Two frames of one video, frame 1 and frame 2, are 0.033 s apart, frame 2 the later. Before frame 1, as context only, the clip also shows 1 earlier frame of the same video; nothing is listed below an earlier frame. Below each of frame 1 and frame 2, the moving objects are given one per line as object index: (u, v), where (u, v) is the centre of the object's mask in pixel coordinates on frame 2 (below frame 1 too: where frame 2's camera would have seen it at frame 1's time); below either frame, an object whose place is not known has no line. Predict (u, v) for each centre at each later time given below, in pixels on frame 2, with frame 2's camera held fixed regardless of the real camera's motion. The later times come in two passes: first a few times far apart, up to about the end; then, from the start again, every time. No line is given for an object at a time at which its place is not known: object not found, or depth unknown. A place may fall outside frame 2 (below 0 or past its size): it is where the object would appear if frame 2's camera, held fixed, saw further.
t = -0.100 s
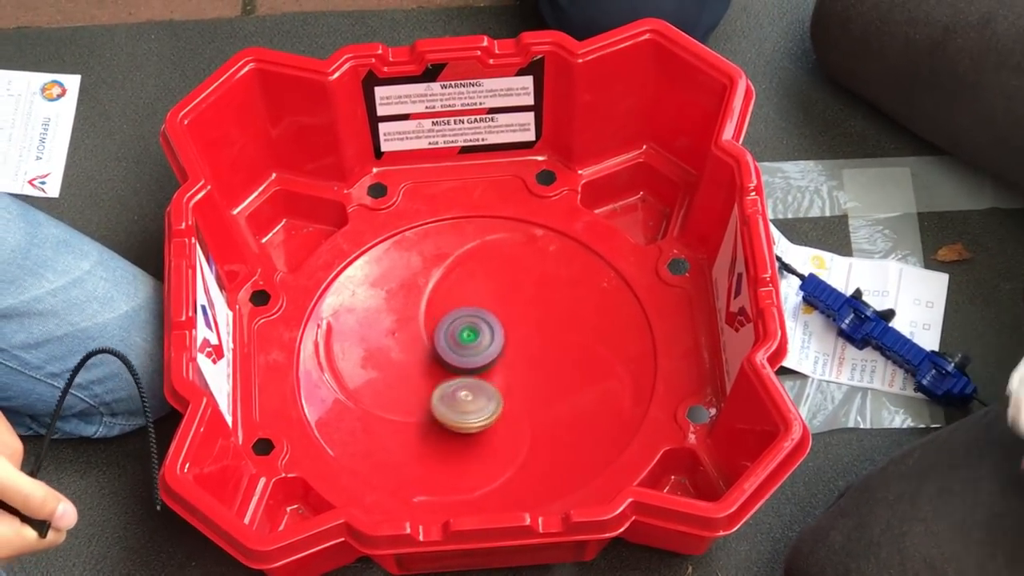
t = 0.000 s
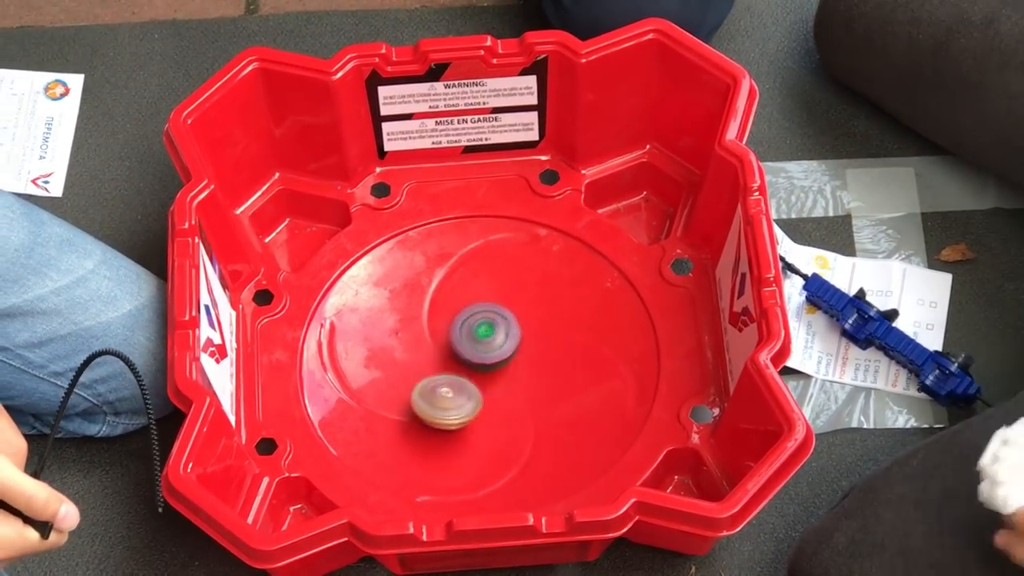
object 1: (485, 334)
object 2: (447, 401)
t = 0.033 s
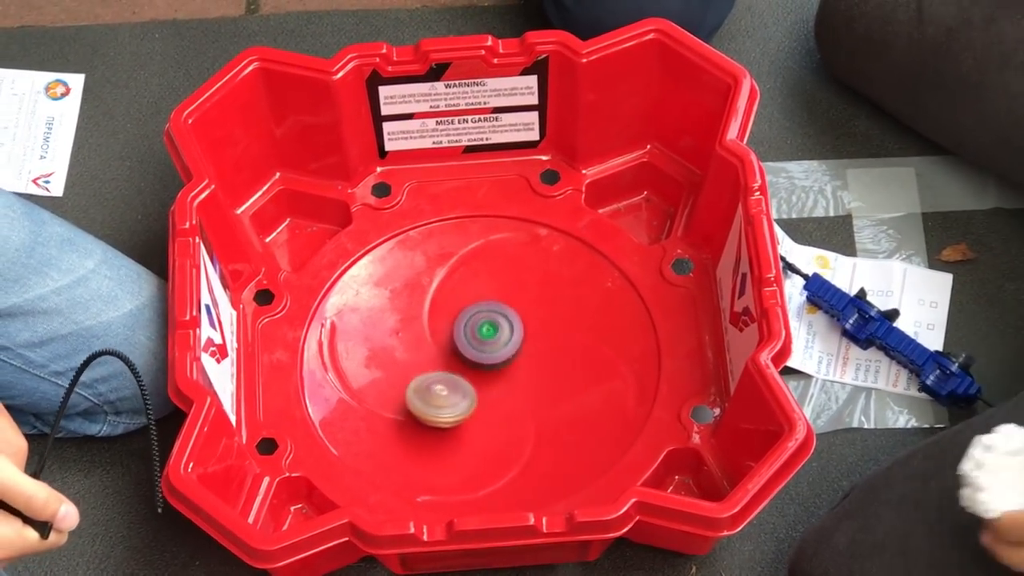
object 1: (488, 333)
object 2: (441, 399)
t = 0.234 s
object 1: (500, 335)
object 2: (410, 375)
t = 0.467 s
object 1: (500, 346)
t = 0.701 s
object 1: (496, 369)
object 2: (438, 311)
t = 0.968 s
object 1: (482, 382)
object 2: (497, 310)
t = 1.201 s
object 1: (468, 376)
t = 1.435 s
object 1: (454, 363)
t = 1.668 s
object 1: (459, 347)
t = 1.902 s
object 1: (475, 338)
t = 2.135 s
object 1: (491, 339)
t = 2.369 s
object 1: (503, 351)
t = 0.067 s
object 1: (490, 332)
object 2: (434, 396)
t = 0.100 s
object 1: (492, 332)
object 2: (428, 393)
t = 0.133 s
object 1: (494, 332)
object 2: (422, 389)
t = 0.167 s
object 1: (496, 333)
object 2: (417, 385)
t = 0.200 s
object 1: (498, 333)
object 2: (413, 380)
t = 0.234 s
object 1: (500, 335)
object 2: (410, 375)
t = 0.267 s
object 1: (501, 335)
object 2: (407, 370)
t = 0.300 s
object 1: (501, 337)
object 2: (405, 365)
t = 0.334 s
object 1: (502, 339)
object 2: (404, 359)
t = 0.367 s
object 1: (503, 340)
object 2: (403, 354)
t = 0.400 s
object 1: (502, 343)
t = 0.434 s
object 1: (501, 343)
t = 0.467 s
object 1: (500, 346)
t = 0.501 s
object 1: (499, 348)
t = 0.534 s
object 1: (500, 351)
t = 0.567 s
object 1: (500, 354)
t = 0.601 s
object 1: (499, 358)
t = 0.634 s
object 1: (499, 362)
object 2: (426, 315)
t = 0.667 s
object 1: (498, 366)
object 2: (432, 313)
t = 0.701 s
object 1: (496, 369)
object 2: (438, 311)
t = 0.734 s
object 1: (494, 372)
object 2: (445, 308)
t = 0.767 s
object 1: (492, 375)
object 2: (452, 307)
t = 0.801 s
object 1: (490, 377)
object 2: (459, 306)
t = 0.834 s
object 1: (487, 379)
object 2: (467, 305)
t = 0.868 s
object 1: (485, 381)
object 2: (474, 306)
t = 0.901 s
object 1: (484, 382)
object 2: (482, 306)
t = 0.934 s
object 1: (483, 382)
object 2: (490, 308)
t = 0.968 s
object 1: (482, 382)
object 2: (497, 310)
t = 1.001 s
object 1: (480, 382)
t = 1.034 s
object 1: (479, 382)
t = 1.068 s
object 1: (477, 381)
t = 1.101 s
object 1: (475, 380)
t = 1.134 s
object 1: (473, 379)
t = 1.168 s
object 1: (471, 378)
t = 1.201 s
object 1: (468, 376)
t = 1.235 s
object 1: (465, 374)
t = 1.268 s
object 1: (462, 372)
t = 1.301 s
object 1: (459, 370)
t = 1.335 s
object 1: (458, 368)
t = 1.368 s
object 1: (456, 366)
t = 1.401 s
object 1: (454, 365)
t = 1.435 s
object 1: (454, 363)
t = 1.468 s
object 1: (454, 361)
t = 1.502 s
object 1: (454, 359)
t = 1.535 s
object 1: (455, 357)
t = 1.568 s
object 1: (455, 355)
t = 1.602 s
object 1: (457, 353)
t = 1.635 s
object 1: (458, 351)
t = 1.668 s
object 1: (459, 347)
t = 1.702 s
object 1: (461, 346)
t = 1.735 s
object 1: (463, 345)
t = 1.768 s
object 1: (465, 342)
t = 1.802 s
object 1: (467, 341)
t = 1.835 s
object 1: (470, 340)
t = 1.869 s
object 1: (473, 338)
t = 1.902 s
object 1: (475, 338)
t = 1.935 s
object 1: (478, 337)
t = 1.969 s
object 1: (480, 337)
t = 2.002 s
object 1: (482, 337)
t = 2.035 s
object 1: (484, 337)
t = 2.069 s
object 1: (486, 338)
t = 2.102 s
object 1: (489, 338)
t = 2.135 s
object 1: (491, 339)
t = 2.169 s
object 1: (493, 341)
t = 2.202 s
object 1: (496, 341)
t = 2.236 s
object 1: (498, 343)
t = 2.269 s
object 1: (498, 344)
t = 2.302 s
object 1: (501, 347)
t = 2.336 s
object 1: (502, 348)
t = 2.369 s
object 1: (503, 351)
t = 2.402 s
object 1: (505, 353)
